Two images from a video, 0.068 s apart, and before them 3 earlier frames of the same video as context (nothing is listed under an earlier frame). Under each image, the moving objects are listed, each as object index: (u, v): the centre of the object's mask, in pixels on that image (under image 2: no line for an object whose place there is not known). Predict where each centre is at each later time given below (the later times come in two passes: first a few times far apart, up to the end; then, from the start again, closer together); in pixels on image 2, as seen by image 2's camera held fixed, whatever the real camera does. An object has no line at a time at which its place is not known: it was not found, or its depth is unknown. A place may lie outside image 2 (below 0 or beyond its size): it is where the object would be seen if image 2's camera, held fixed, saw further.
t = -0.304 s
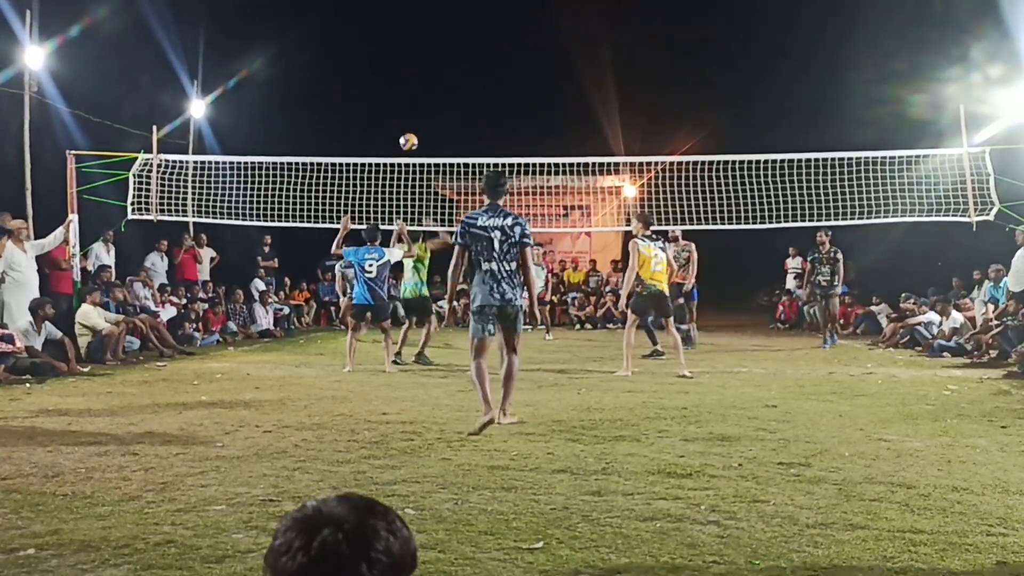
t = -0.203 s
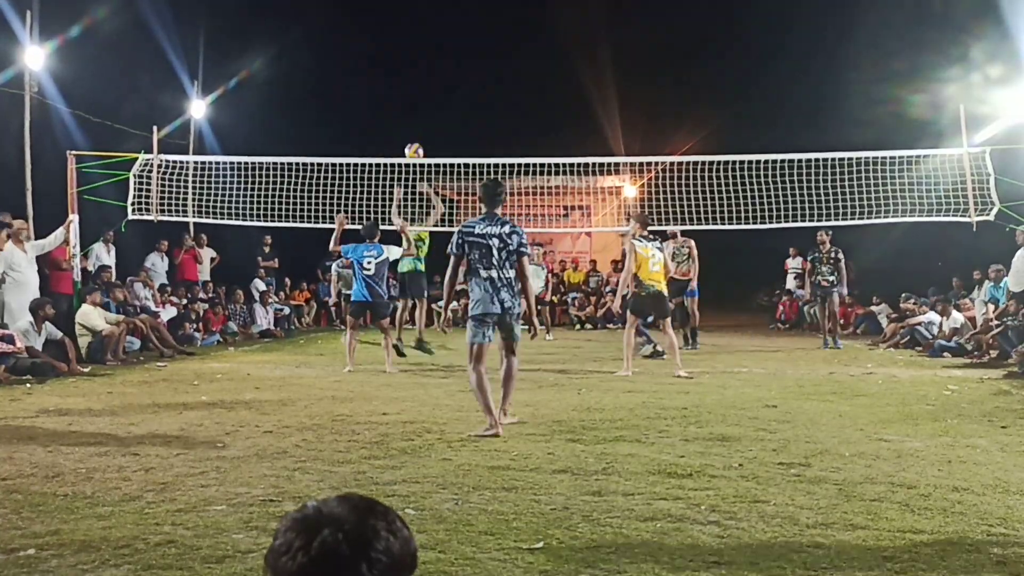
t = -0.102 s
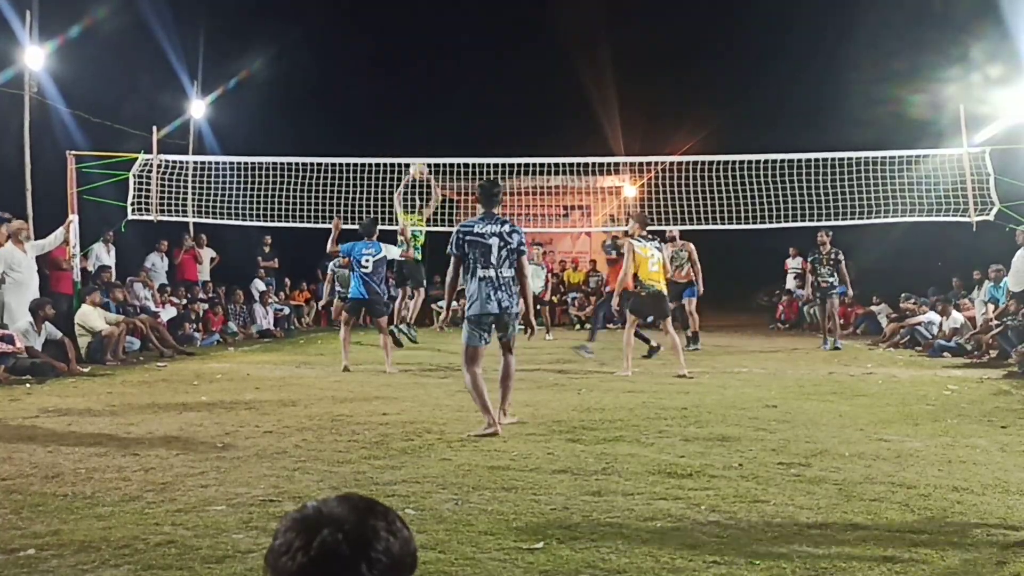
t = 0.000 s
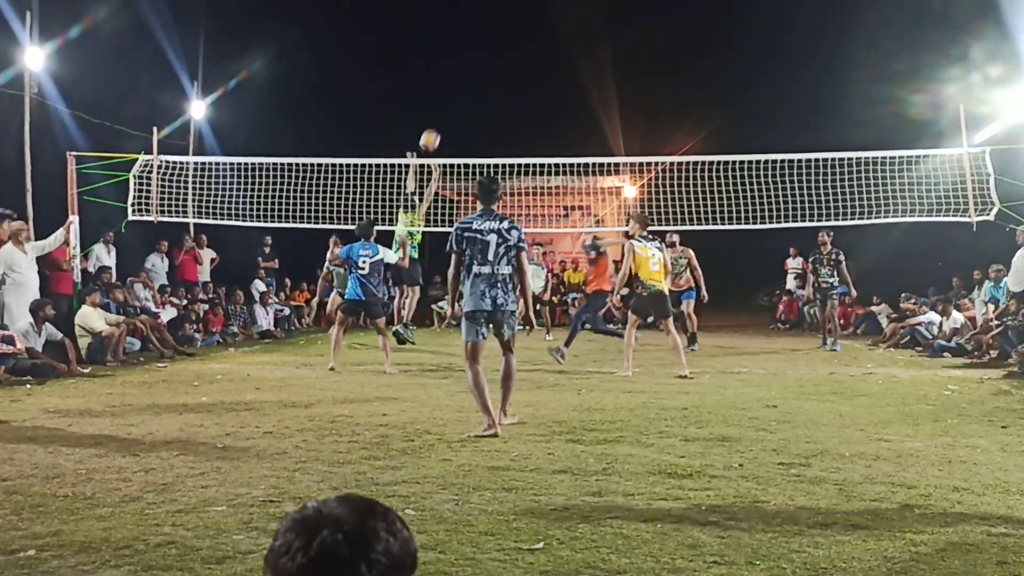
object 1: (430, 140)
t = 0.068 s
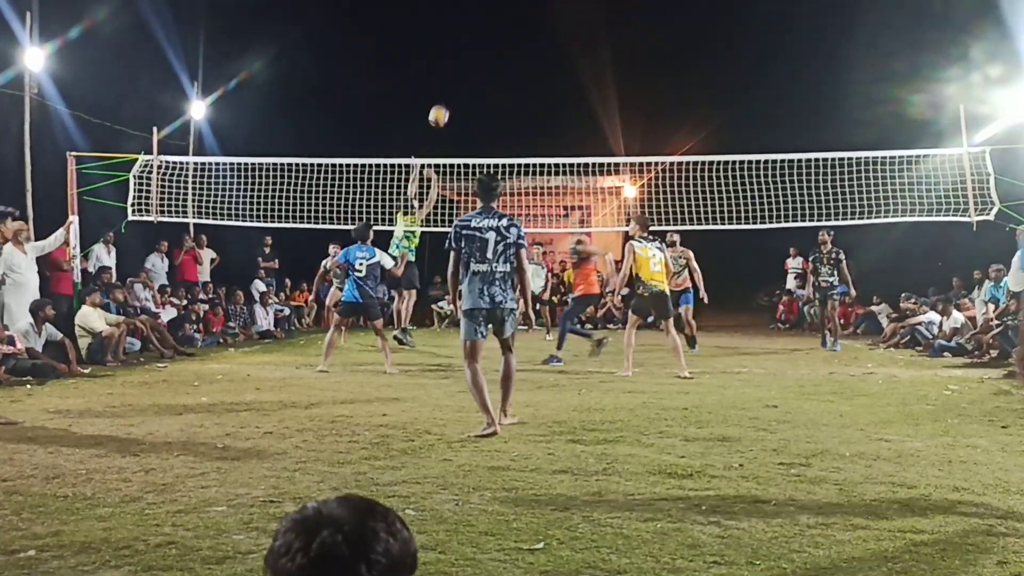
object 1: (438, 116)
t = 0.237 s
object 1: (463, 70)
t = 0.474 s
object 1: (488, 44)
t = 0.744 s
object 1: (522, 65)
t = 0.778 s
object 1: (527, 73)
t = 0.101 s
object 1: (439, 103)
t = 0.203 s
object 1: (455, 77)
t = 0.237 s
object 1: (463, 70)
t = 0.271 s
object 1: (465, 65)
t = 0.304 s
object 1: (468, 61)
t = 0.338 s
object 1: (468, 52)
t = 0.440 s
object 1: (480, 46)
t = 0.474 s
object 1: (488, 44)
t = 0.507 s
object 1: (494, 44)
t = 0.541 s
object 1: (495, 46)
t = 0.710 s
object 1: (516, 68)
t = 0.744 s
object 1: (522, 65)
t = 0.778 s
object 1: (527, 73)
